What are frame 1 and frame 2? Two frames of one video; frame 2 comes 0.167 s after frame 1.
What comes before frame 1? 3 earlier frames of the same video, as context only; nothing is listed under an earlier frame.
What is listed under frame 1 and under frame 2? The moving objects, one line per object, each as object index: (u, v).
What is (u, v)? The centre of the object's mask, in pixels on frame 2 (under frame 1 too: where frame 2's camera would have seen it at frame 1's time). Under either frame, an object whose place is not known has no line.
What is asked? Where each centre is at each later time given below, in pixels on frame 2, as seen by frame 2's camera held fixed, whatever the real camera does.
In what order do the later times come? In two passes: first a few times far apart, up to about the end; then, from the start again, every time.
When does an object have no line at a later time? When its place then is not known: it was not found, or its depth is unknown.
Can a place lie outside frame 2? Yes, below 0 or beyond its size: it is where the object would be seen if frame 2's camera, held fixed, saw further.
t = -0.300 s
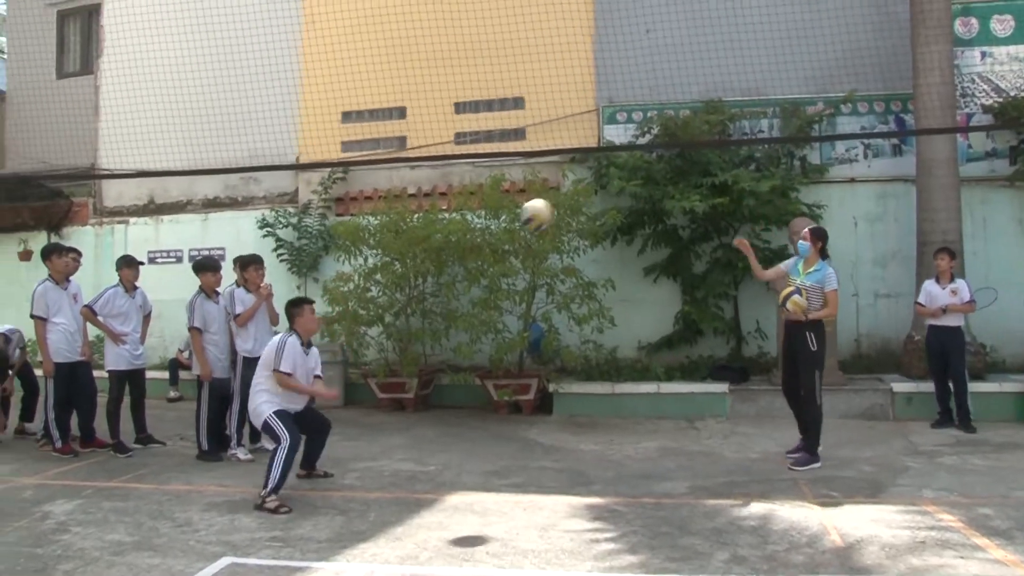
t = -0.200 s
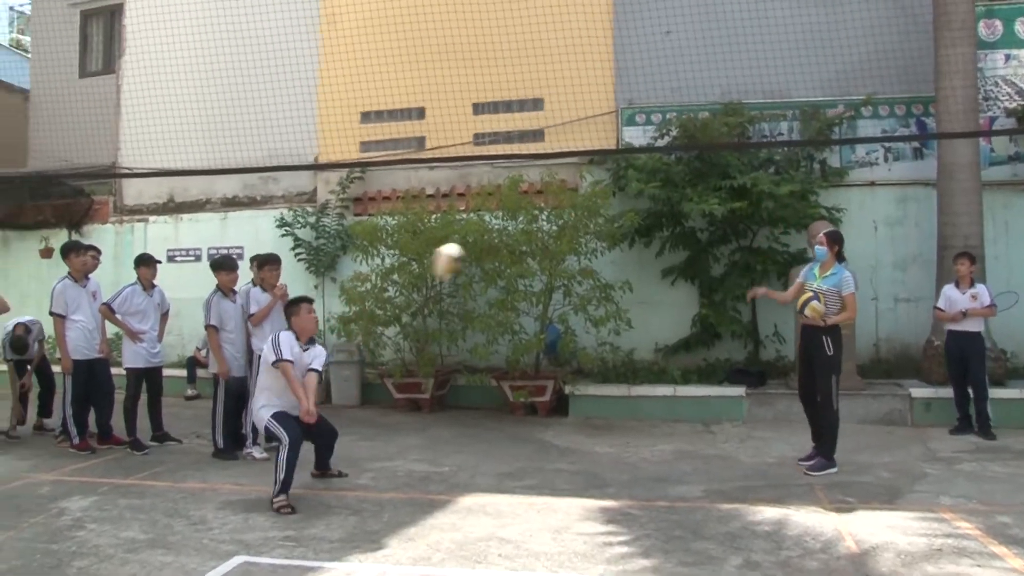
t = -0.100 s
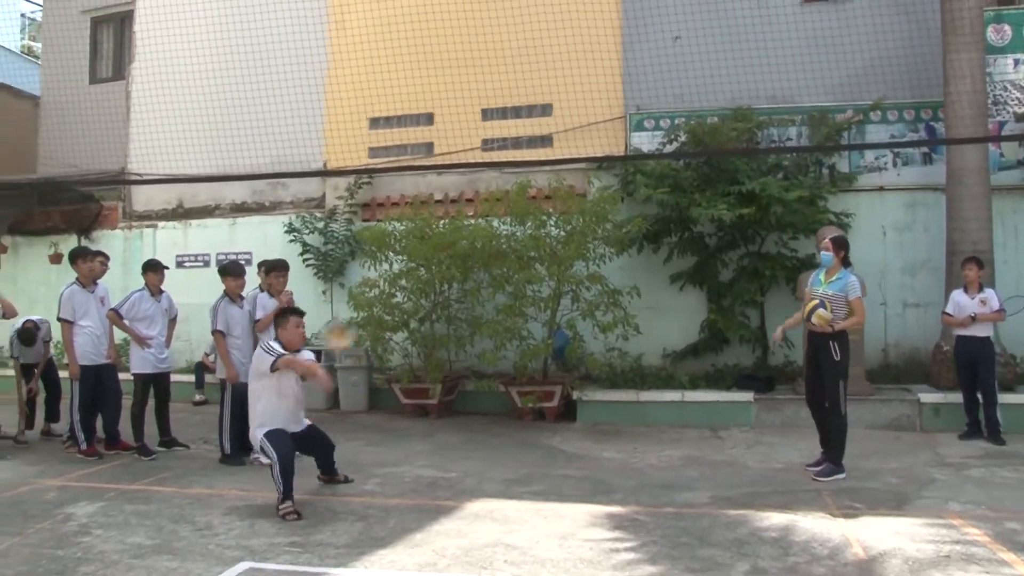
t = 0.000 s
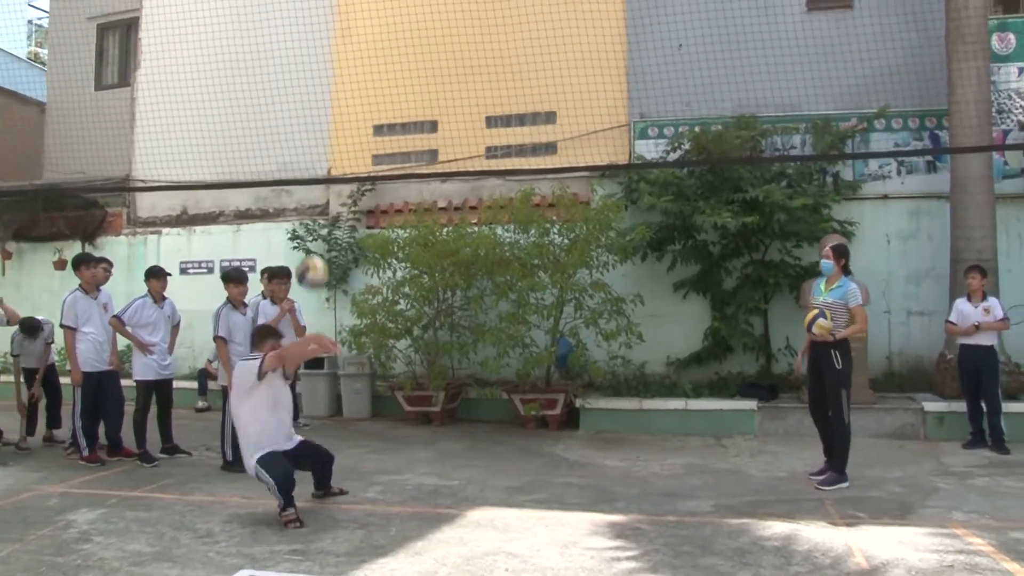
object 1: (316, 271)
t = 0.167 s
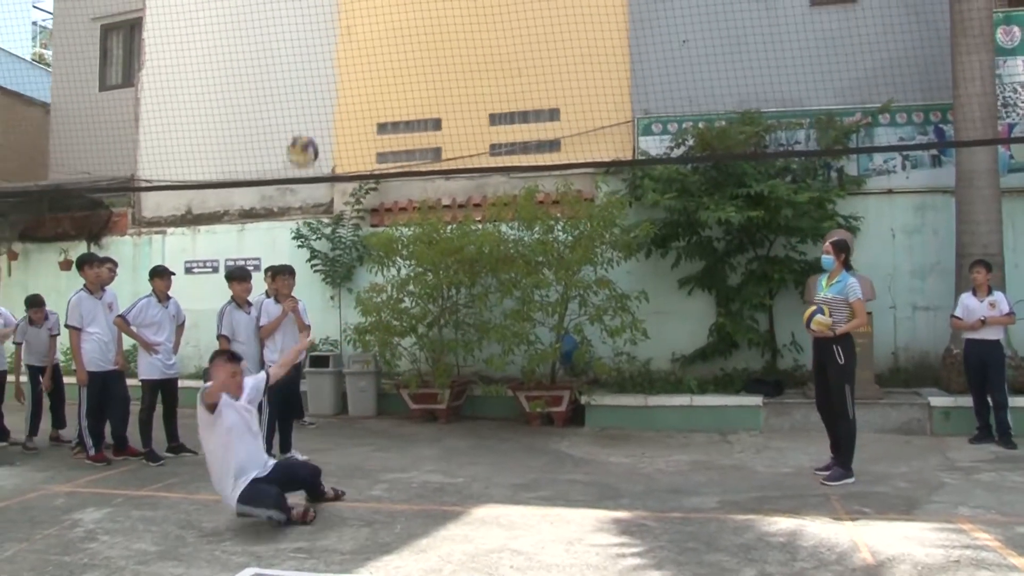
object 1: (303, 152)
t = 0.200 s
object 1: (299, 133)
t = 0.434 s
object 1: (284, 62)
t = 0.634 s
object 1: (271, 64)
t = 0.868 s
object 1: (256, 132)
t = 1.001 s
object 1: (251, 200)
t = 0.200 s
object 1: (299, 133)
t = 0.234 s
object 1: (297, 118)
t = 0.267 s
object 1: (295, 104)
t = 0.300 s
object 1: (292, 92)
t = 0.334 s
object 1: (290, 82)
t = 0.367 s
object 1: (288, 73)
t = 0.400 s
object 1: (286, 67)
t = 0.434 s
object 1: (284, 62)
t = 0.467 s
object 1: (282, 58)
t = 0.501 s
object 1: (279, 56)
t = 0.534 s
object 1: (277, 56)
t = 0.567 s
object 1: (275, 57)
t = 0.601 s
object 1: (272, 60)
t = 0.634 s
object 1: (271, 64)
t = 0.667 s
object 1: (269, 69)
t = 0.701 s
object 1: (267, 75)
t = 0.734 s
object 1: (264, 84)
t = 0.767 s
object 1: (262, 94)
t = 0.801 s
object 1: (260, 105)
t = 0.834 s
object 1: (258, 118)
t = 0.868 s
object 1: (256, 132)
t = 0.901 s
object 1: (255, 146)
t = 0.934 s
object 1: (253, 162)
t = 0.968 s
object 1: (252, 179)
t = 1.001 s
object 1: (251, 200)
